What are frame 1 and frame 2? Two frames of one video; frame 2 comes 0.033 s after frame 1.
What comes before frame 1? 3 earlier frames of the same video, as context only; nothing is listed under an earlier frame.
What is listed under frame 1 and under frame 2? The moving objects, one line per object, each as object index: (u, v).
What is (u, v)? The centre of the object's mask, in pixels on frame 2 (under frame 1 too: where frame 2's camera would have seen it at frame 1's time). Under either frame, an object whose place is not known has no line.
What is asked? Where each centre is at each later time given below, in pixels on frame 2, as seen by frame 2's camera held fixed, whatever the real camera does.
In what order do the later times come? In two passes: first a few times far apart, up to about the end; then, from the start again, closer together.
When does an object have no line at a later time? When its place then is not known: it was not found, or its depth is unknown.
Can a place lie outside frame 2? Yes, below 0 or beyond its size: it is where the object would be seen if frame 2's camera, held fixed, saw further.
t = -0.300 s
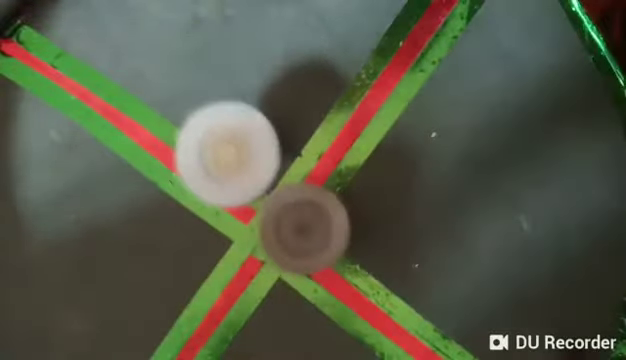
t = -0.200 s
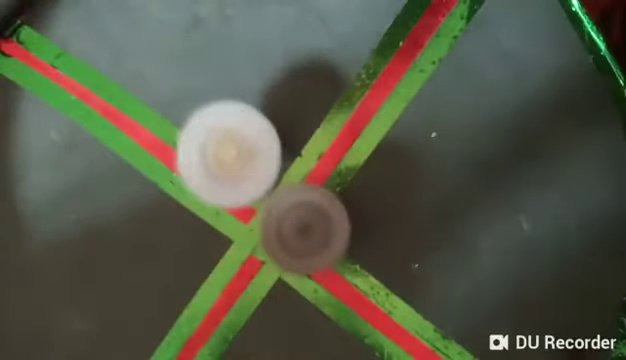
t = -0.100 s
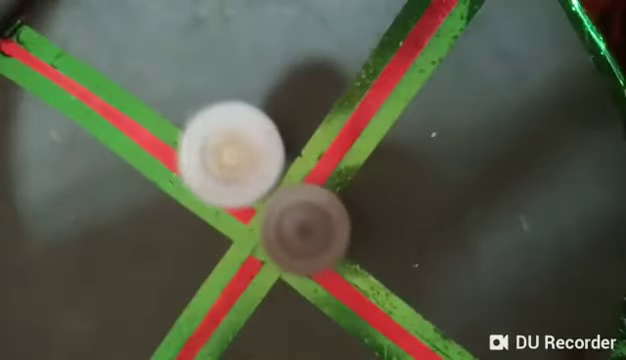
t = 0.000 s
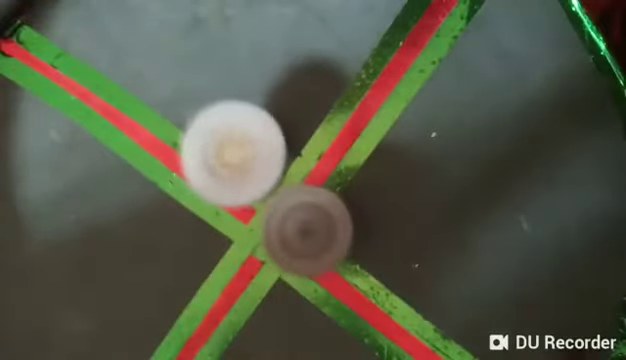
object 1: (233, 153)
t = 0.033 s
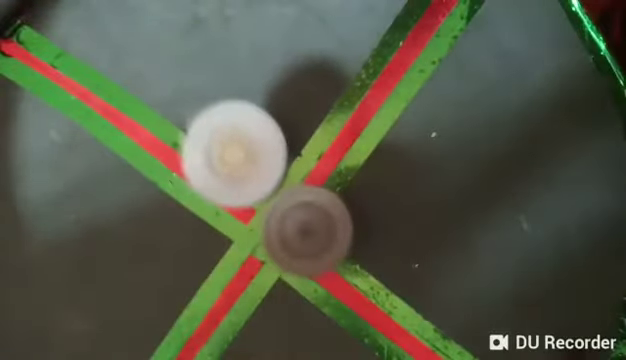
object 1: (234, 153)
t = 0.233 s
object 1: (242, 152)
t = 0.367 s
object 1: (248, 150)
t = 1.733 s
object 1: (278, 103)
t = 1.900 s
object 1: (284, 106)
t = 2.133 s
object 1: (294, 89)
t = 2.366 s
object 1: (315, 63)
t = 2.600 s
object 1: (319, 82)
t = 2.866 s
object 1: (316, 93)
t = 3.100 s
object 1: (330, 97)
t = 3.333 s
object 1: (307, 128)
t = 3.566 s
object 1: (310, 117)
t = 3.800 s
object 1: (335, 103)
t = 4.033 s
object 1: (330, 117)
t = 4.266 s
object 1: (304, 143)
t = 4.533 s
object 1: (323, 139)
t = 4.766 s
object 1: (312, 149)
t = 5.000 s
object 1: (310, 151)
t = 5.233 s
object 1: (315, 157)
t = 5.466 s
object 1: (318, 169)
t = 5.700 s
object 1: (324, 168)
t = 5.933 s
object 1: (339, 154)
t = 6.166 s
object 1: (349, 141)
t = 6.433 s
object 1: (327, 146)
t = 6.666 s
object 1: (340, 147)
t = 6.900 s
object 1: (327, 159)
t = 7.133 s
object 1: (317, 164)
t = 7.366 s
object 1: (333, 171)
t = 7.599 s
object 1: (334, 185)
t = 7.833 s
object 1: (329, 196)
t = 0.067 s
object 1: (235, 154)
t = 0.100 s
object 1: (236, 153)
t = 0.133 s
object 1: (238, 153)
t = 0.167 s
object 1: (240, 153)
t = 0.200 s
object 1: (241, 152)
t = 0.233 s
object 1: (242, 152)
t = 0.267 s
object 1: (244, 151)
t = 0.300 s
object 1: (245, 150)
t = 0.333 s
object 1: (247, 150)
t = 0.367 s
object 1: (248, 150)
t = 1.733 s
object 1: (278, 103)
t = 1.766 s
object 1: (280, 103)
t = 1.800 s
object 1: (281, 103)
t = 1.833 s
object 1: (283, 103)
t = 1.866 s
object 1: (284, 104)
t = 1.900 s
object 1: (284, 106)
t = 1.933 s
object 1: (286, 108)
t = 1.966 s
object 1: (287, 111)
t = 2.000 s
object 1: (287, 113)
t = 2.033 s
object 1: (288, 112)
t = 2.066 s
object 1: (289, 104)
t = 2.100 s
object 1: (292, 96)
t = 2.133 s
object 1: (294, 89)
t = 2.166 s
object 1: (296, 84)
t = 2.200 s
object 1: (300, 78)
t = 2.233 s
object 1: (304, 72)
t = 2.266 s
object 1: (307, 67)
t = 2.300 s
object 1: (311, 65)
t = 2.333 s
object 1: (312, 64)
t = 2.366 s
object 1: (315, 63)
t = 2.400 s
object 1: (316, 63)
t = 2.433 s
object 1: (317, 64)
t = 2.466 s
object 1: (318, 67)
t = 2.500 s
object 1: (318, 70)
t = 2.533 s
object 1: (319, 73)
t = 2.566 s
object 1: (319, 77)
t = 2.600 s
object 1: (319, 82)
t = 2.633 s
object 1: (319, 87)
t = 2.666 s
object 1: (316, 93)
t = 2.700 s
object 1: (314, 98)
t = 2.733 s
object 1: (309, 105)
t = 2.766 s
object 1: (307, 110)
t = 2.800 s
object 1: (310, 104)
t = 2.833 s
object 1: (314, 97)
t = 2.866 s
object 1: (316, 93)
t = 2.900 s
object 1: (318, 90)
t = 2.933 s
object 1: (321, 88)
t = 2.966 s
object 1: (324, 88)
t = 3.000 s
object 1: (327, 88)
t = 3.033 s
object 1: (329, 90)
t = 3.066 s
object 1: (330, 91)
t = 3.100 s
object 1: (330, 97)
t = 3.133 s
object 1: (329, 100)
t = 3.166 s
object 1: (326, 104)
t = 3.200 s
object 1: (323, 109)
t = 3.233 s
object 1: (319, 114)
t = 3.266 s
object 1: (315, 118)
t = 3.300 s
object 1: (312, 124)
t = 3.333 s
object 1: (307, 128)
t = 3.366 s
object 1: (303, 133)
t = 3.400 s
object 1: (297, 138)
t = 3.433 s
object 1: (294, 142)
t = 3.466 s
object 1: (293, 139)
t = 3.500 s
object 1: (300, 130)
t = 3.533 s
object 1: (305, 123)
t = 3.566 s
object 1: (310, 117)
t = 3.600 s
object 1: (314, 113)
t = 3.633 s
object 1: (320, 109)
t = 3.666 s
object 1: (324, 107)
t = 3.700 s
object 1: (328, 105)
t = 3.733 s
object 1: (330, 104)
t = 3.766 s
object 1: (333, 103)
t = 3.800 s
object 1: (335, 103)
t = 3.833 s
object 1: (337, 103)
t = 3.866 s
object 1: (337, 105)
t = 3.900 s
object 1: (337, 106)
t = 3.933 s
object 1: (336, 108)
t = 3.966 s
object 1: (335, 110)
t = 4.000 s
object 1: (333, 114)
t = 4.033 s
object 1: (330, 117)
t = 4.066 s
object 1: (327, 122)
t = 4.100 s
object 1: (324, 125)
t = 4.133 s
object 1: (320, 130)
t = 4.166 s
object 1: (317, 133)
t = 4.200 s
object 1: (312, 138)
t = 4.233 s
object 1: (308, 141)
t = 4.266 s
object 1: (304, 143)
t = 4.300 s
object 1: (307, 141)
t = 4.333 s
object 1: (311, 139)
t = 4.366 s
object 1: (314, 137)
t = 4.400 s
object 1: (317, 138)
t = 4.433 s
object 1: (319, 137)
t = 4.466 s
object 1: (321, 138)
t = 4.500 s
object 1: (323, 138)
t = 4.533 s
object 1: (323, 139)
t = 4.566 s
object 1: (323, 140)
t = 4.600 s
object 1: (321, 141)
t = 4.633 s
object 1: (320, 142)
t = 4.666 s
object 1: (317, 144)
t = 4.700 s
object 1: (316, 145)
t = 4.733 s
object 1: (314, 148)
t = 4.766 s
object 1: (312, 149)
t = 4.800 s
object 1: (309, 151)
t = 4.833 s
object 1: (307, 153)
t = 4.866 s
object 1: (304, 154)
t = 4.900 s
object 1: (304, 154)
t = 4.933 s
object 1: (306, 152)
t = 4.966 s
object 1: (309, 151)
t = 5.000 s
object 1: (310, 151)
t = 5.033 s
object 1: (312, 151)
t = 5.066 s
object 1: (312, 152)
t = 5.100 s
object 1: (312, 153)
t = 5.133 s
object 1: (311, 154)
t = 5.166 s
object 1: (310, 156)
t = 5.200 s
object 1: (313, 155)
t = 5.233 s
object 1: (315, 157)
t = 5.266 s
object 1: (319, 158)
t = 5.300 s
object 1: (321, 160)
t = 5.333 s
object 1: (322, 161)
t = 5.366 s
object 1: (321, 162)
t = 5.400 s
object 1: (322, 164)
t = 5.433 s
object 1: (320, 166)
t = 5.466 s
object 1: (318, 169)
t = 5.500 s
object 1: (318, 169)
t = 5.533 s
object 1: (319, 169)
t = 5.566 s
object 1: (321, 169)
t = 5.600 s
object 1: (323, 169)
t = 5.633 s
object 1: (324, 169)
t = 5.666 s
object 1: (324, 169)
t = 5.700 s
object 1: (324, 168)
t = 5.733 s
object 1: (324, 167)
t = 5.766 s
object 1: (324, 165)
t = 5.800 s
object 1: (322, 164)
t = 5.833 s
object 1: (325, 162)
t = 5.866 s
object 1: (331, 158)
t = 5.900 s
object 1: (336, 155)
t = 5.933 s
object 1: (339, 154)
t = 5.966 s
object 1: (342, 152)
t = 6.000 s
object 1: (345, 151)
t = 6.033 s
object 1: (347, 148)
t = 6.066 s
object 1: (349, 146)
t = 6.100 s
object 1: (349, 144)
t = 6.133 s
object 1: (349, 143)
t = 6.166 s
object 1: (349, 141)
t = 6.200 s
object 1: (347, 140)
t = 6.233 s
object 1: (346, 141)
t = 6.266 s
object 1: (345, 140)
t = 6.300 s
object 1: (342, 142)
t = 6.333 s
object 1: (339, 142)
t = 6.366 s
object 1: (333, 144)
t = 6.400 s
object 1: (330, 145)
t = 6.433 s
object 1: (327, 146)
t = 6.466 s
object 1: (329, 145)
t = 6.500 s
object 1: (333, 144)
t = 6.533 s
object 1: (336, 145)
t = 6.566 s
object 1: (339, 145)
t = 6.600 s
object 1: (339, 145)
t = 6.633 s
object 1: (340, 147)
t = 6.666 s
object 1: (340, 147)
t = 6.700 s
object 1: (339, 150)
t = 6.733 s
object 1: (338, 151)
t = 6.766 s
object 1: (335, 153)
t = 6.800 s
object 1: (335, 155)
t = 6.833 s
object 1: (333, 155)
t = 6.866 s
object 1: (330, 158)
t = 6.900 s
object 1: (327, 159)
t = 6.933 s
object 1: (323, 160)
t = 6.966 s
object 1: (319, 161)
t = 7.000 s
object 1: (316, 162)
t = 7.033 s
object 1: (315, 163)
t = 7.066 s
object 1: (315, 162)
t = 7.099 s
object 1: (316, 162)
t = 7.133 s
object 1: (317, 164)
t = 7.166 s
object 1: (318, 164)
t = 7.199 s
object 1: (317, 166)
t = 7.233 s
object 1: (322, 167)
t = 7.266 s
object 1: (326, 167)
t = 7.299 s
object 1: (329, 169)
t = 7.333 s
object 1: (332, 170)
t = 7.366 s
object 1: (333, 171)
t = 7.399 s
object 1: (335, 174)
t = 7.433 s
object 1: (336, 175)
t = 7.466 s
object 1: (336, 177)
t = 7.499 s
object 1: (337, 178)
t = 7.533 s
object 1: (336, 179)
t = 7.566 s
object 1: (336, 184)
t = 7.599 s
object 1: (334, 185)
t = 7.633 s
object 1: (331, 185)
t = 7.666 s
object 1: (329, 188)
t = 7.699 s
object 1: (331, 190)
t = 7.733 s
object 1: (331, 192)
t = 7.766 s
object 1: (331, 194)
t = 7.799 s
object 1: (330, 195)
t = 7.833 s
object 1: (329, 196)
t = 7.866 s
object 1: (327, 197)
